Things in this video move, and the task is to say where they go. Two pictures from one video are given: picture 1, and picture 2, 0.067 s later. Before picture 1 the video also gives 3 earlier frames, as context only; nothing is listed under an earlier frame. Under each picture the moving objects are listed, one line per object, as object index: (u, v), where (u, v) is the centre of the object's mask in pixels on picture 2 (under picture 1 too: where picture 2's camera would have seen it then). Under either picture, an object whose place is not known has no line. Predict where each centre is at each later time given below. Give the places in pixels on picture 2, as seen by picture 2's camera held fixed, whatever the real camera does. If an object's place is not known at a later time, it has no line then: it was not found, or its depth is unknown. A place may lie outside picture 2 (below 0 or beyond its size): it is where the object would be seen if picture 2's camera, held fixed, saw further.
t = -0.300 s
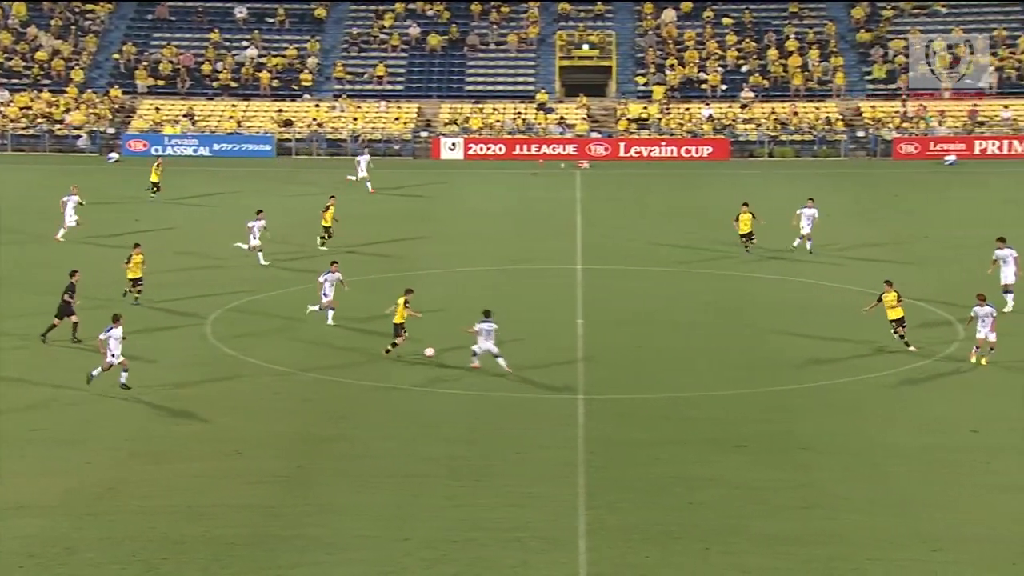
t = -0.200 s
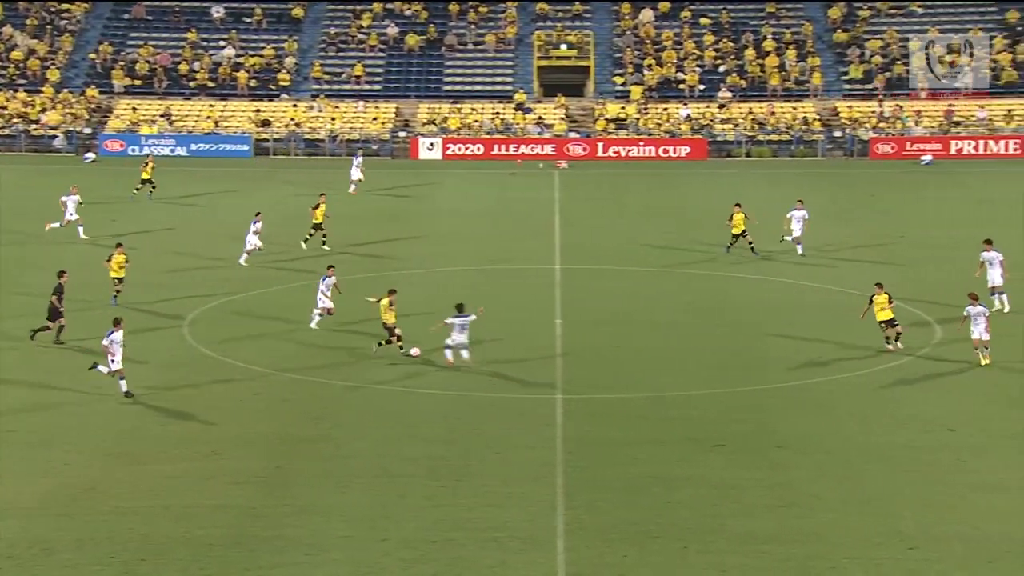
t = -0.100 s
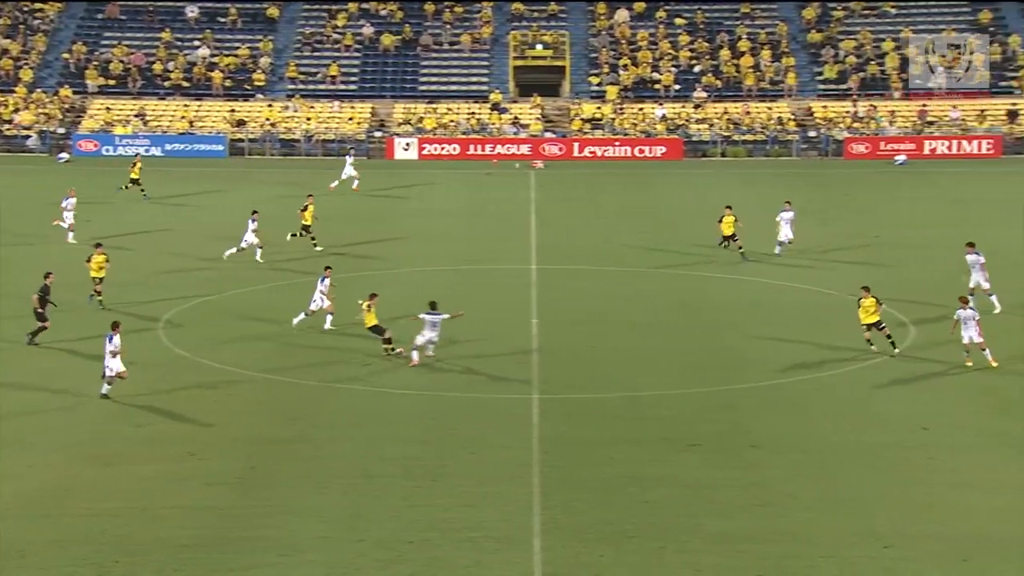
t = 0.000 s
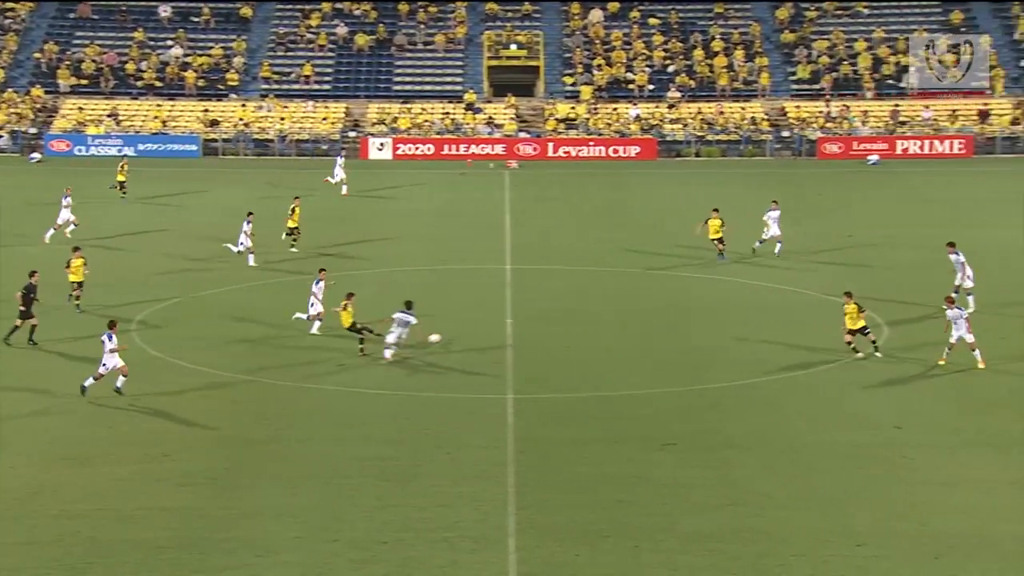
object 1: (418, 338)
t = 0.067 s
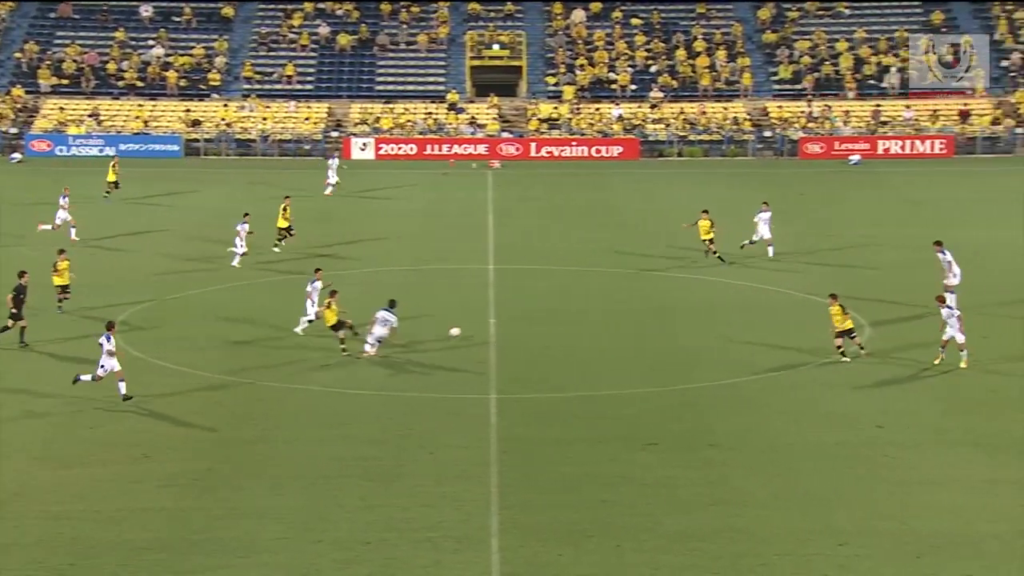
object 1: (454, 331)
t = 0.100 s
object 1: (472, 330)
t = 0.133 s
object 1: (489, 327)
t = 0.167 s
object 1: (505, 323)
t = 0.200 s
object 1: (519, 319)
